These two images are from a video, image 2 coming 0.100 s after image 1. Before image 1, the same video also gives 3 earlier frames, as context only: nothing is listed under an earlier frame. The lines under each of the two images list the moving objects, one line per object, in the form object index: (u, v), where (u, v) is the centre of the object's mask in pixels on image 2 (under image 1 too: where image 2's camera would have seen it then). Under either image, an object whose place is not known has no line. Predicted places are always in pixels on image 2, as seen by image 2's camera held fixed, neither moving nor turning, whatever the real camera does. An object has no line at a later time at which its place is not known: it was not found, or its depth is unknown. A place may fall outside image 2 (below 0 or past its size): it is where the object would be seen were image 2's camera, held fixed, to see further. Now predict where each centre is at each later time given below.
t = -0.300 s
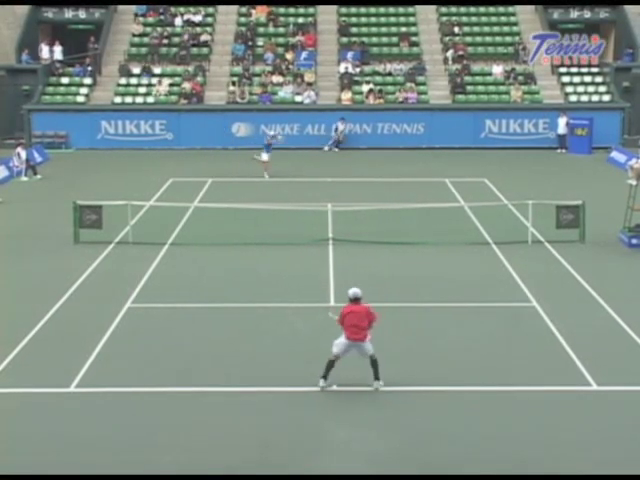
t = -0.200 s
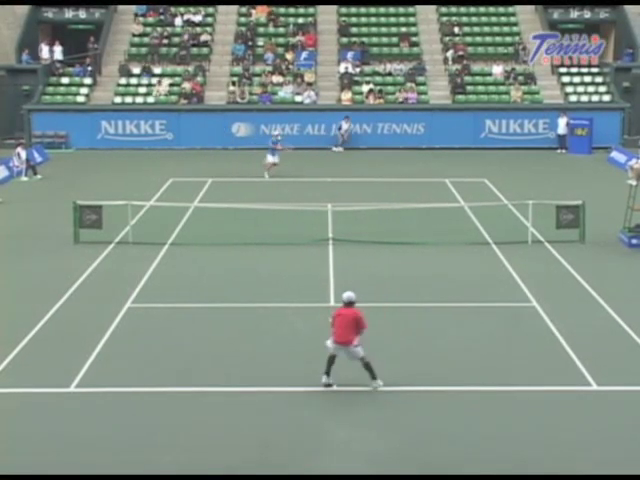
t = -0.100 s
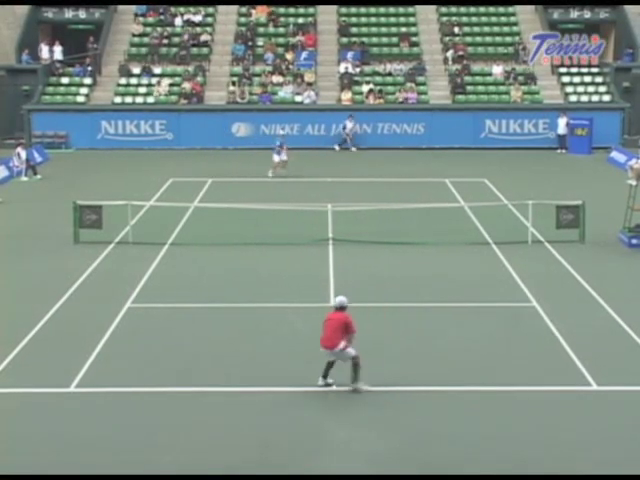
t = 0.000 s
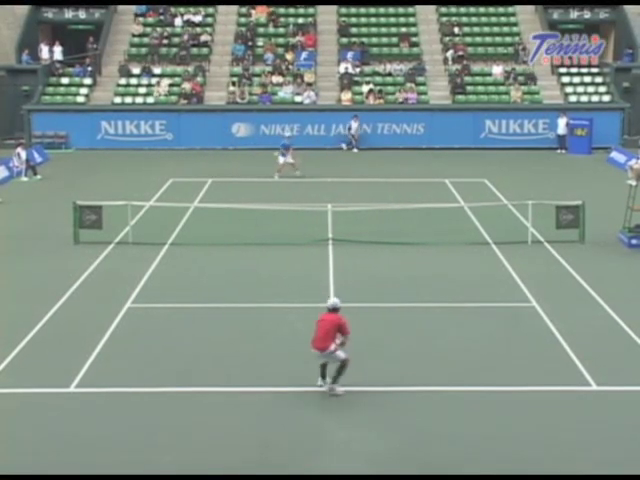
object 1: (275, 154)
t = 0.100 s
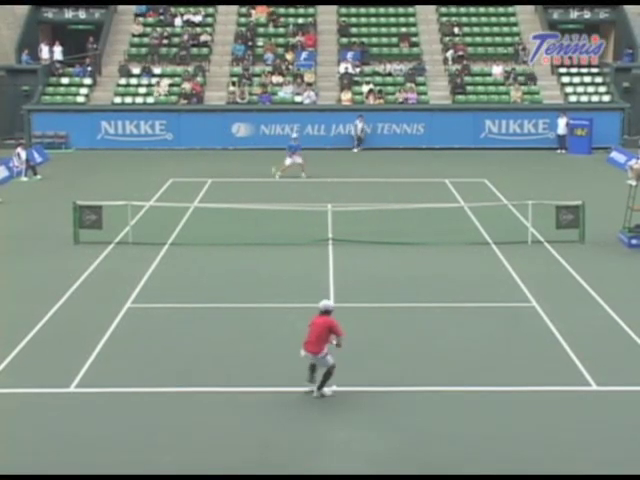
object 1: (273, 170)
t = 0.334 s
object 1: (263, 234)
